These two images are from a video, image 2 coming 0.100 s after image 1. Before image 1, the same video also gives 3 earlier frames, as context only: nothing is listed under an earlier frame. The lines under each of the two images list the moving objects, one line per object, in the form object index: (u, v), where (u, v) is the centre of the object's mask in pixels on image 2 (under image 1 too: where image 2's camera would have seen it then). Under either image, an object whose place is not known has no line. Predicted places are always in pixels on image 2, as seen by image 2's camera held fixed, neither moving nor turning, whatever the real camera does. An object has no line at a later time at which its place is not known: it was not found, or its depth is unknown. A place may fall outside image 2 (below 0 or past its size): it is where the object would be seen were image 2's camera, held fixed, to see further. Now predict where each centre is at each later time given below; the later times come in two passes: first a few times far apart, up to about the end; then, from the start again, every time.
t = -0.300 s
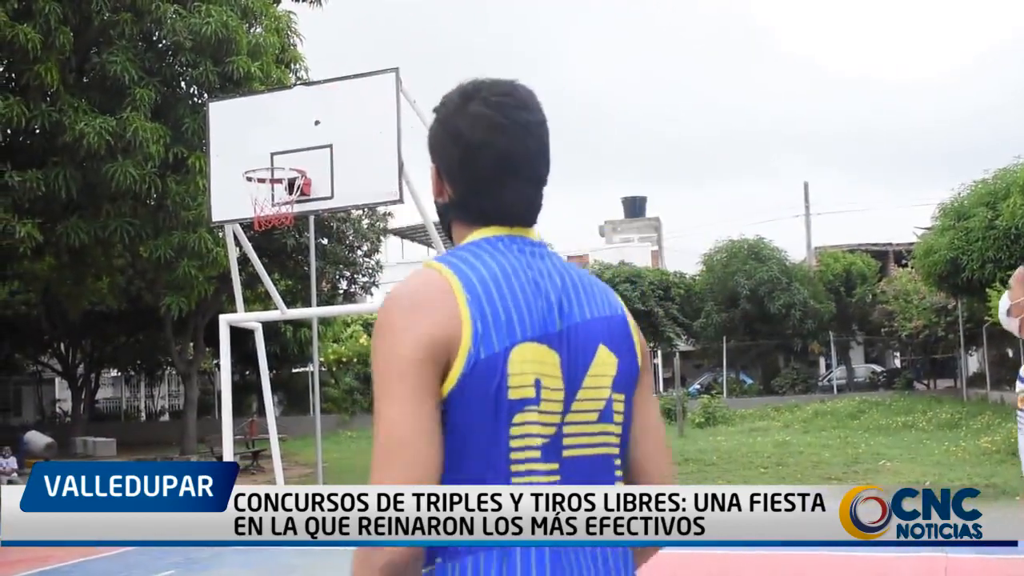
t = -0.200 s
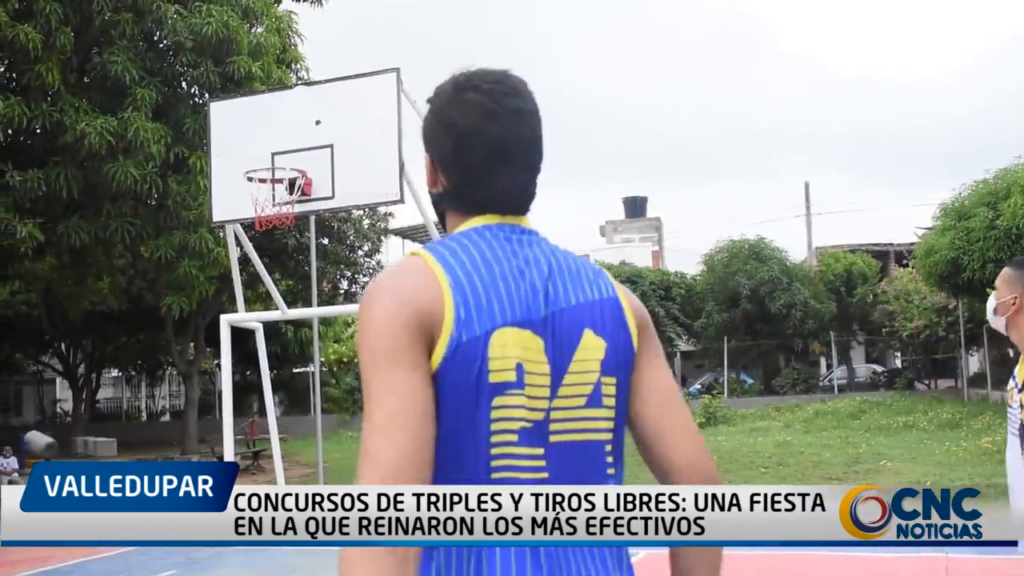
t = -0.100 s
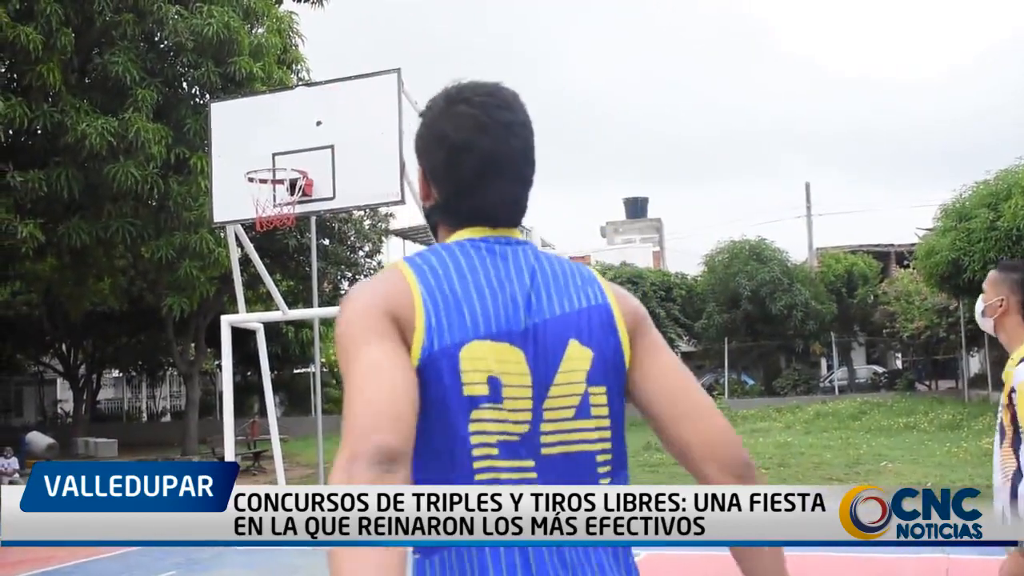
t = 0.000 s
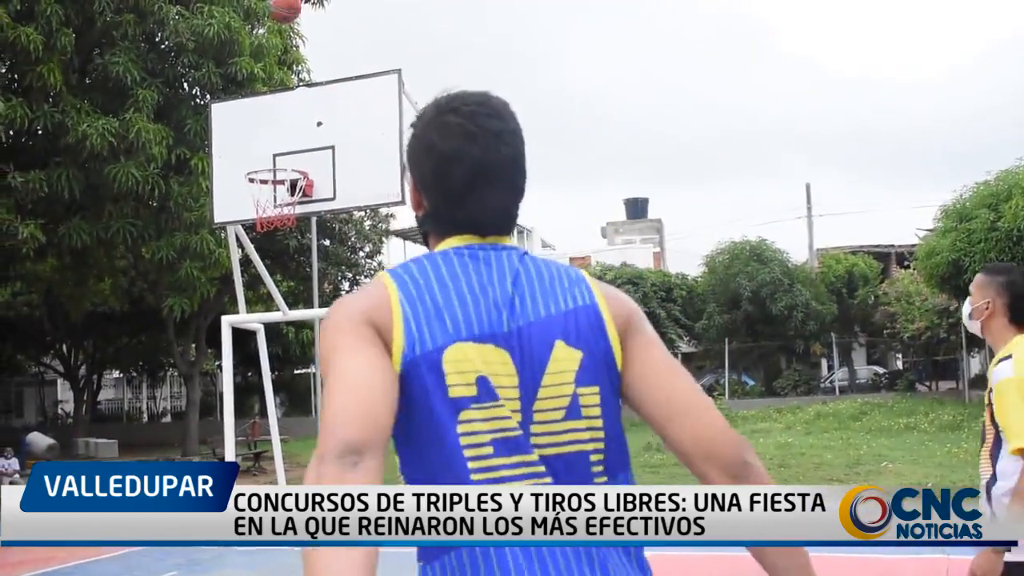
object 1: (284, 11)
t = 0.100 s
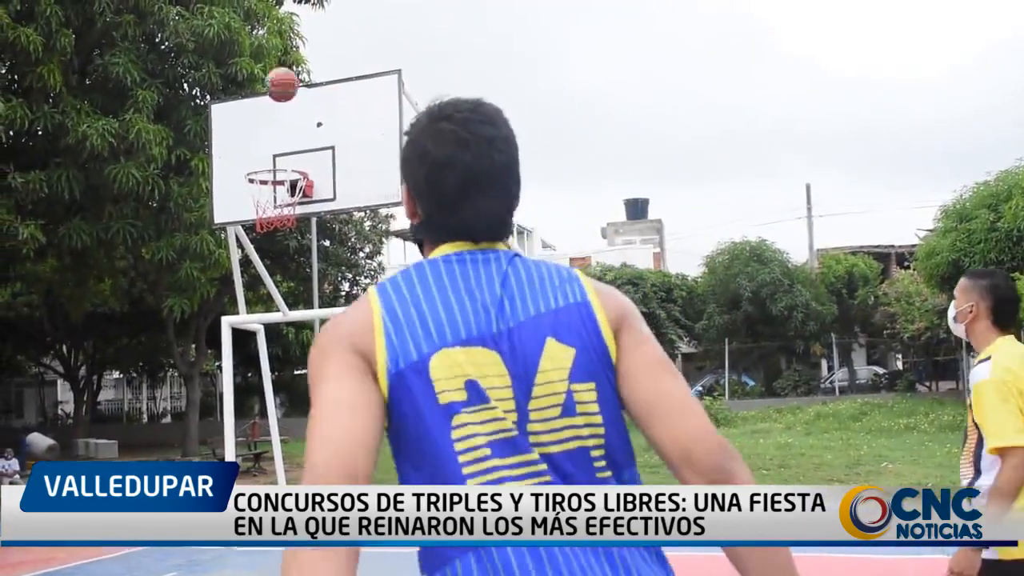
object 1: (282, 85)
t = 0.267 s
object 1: (278, 208)
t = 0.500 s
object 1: (260, 277)
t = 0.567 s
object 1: (255, 310)
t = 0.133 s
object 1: (281, 112)
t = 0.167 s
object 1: (280, 140)
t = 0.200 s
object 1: (280, 165)
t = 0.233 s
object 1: (279, 197)
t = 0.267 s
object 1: (278, 208)
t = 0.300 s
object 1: (276, 211)
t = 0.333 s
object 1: (274, 218)
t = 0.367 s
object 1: (271, 226)
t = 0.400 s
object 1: (268, 237)
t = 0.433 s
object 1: (266, 248)
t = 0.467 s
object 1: (263, 262)
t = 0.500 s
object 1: (260, 277)
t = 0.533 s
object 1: (257, 292)
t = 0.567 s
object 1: (255, 310)
